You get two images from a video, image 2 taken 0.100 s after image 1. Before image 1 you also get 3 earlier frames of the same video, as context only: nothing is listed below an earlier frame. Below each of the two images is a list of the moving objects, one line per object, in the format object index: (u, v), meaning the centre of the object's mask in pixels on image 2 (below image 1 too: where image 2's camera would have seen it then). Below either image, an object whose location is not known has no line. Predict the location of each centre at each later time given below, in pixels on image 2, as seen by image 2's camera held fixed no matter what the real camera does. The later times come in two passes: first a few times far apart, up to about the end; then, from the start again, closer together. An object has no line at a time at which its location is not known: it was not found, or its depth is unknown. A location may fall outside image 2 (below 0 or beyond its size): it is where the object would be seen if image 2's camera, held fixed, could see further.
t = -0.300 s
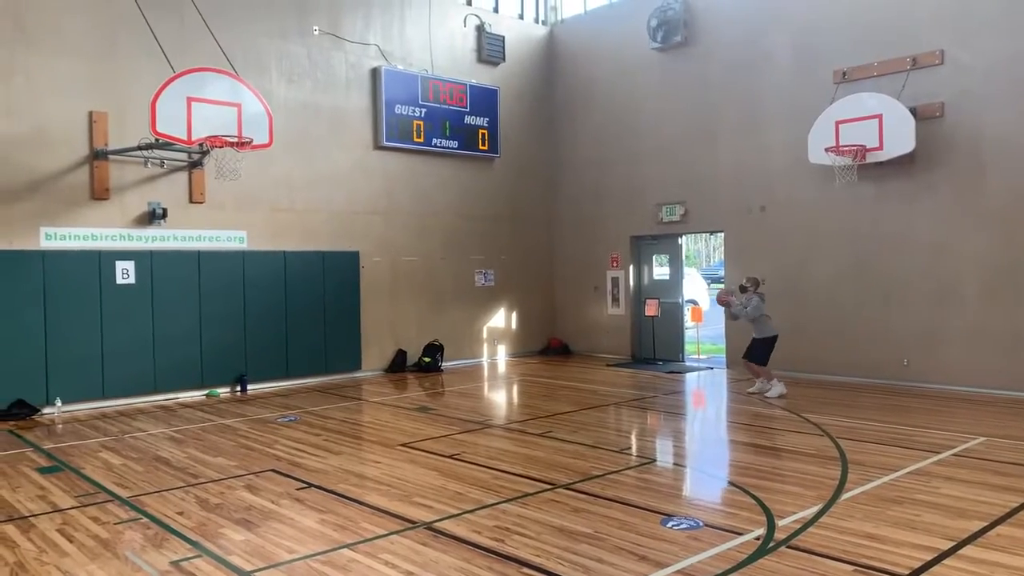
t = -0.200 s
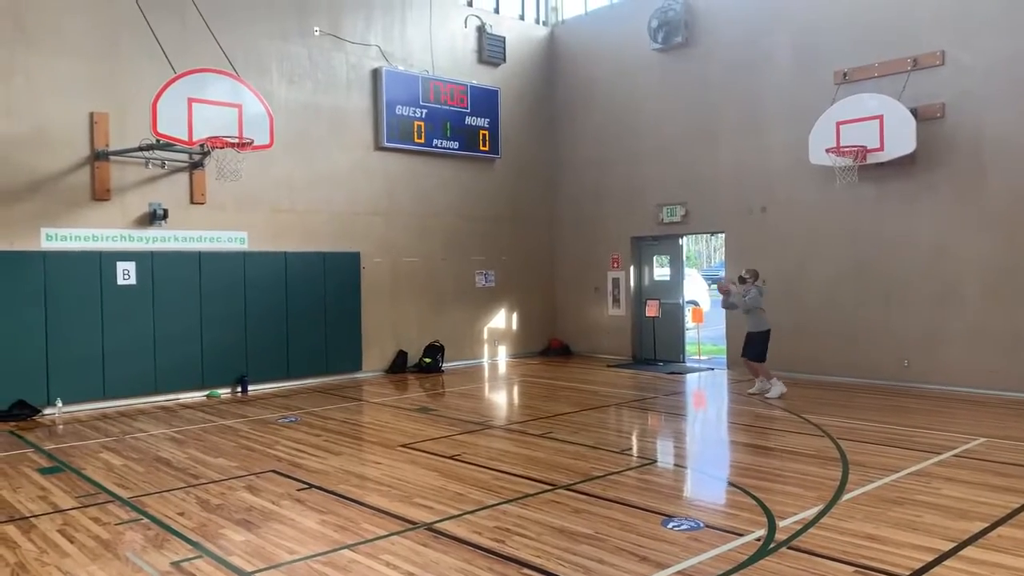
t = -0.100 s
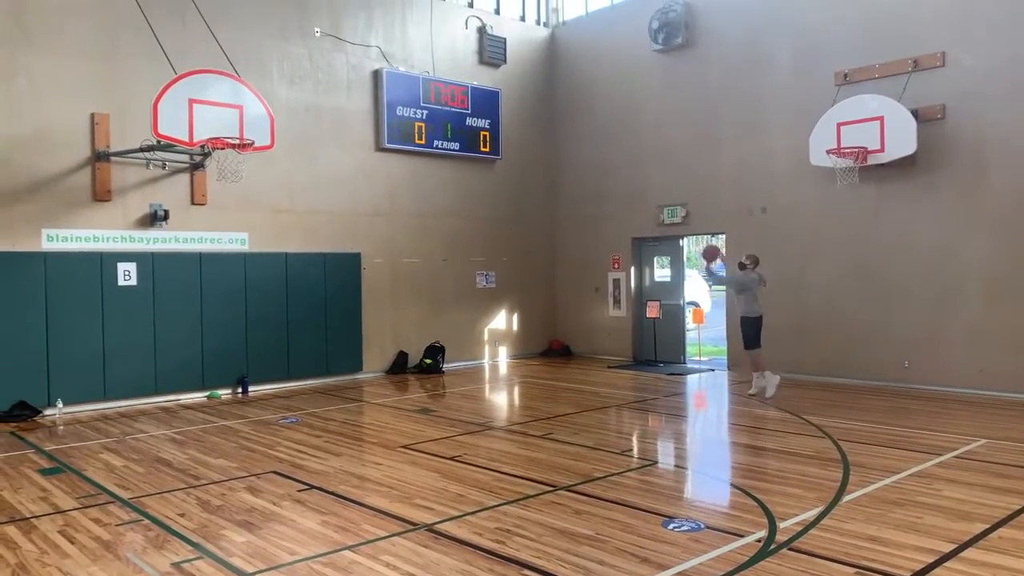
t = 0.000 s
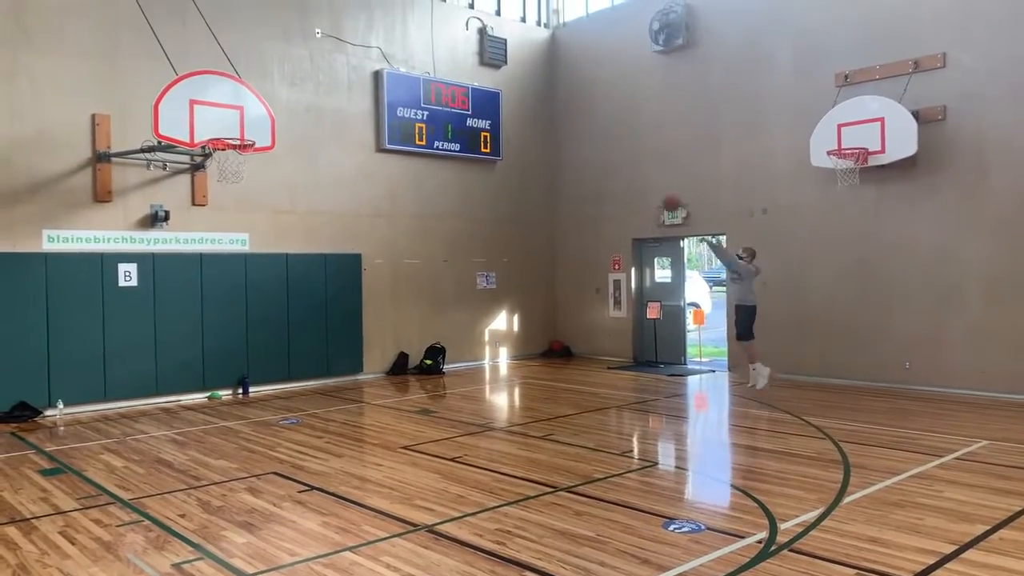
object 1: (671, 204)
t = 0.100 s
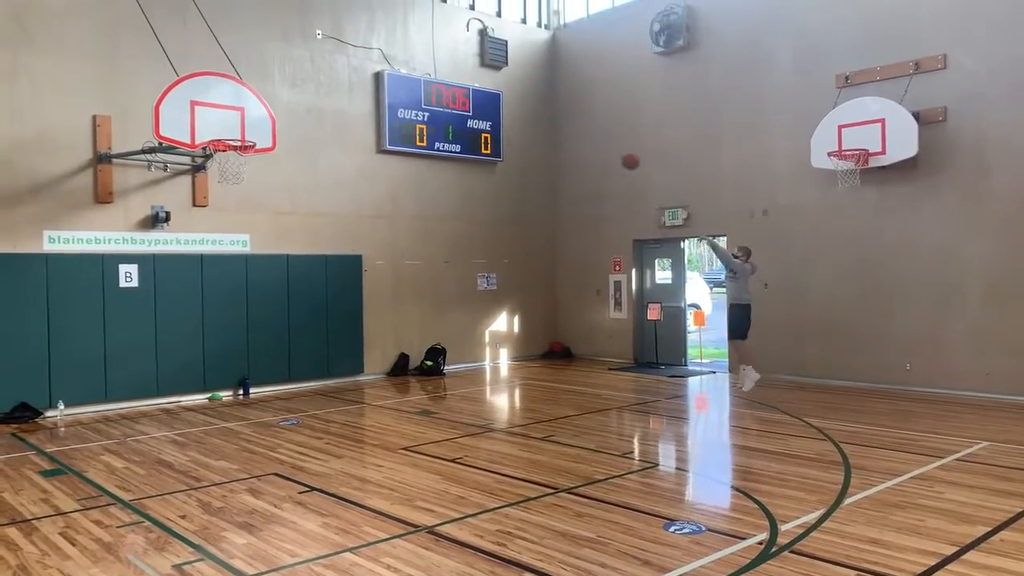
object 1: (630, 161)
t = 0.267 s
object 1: (563, 102)
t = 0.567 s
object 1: (435, 55)
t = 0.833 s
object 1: (319, 78)
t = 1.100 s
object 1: (216, 130)
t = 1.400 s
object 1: (143, 131)
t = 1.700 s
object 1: (57, 238)
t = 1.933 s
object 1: (-17, 420)
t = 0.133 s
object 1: (617, 147)
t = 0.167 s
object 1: (603, 134)
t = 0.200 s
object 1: (590, 122)
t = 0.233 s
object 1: (576, 112)
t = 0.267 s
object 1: (563, 102)
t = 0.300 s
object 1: (549, 93)
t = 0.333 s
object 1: (535, 86)
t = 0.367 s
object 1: (520, 78)
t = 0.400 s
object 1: (506, 72)
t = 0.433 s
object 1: (492, 68)
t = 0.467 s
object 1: (476, 63)
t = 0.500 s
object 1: (464, 59)
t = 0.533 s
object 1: (449, 57)
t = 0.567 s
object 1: (435, 55)
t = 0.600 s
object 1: (421, 55)
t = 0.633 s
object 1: (406, 55)
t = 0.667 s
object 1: (392, 57)
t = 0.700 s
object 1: (378, 59)
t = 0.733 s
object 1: (363, 62)
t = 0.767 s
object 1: (349, 67)
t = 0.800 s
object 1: (334, 72)
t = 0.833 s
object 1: (319, 78)
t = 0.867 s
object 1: (305, 86)
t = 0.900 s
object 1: (290, 95)
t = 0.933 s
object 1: (276, 104)
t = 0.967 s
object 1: (262, 114)
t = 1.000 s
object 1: (246, 125)
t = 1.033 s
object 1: (232, 136)
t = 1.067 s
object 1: (224, 132)
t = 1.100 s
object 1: (216, 130)
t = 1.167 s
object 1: (200, 123)
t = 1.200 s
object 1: (193, 121)
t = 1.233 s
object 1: (185, 119)
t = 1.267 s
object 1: (177, 119)
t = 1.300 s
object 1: (169, 120)
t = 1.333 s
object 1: (160, 123)
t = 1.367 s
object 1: (152, 126)
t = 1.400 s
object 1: (143, 131)
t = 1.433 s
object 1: (134, 137)
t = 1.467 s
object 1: (125, 143)
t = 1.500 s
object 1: (116, 153)
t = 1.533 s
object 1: (107, 163)
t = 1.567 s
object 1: (96, 175)
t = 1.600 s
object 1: (87, 188)
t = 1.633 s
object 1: (78, 202)
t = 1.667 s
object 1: (67, 219)
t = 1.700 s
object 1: (57, 238)
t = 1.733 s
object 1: (47, 258)
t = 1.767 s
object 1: (36, 280)
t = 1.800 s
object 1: (25, 303)
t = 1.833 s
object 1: (14, 330)
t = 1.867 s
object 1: (2, 357)
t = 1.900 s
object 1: (-8, 388)
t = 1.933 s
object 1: (-17, 420)
